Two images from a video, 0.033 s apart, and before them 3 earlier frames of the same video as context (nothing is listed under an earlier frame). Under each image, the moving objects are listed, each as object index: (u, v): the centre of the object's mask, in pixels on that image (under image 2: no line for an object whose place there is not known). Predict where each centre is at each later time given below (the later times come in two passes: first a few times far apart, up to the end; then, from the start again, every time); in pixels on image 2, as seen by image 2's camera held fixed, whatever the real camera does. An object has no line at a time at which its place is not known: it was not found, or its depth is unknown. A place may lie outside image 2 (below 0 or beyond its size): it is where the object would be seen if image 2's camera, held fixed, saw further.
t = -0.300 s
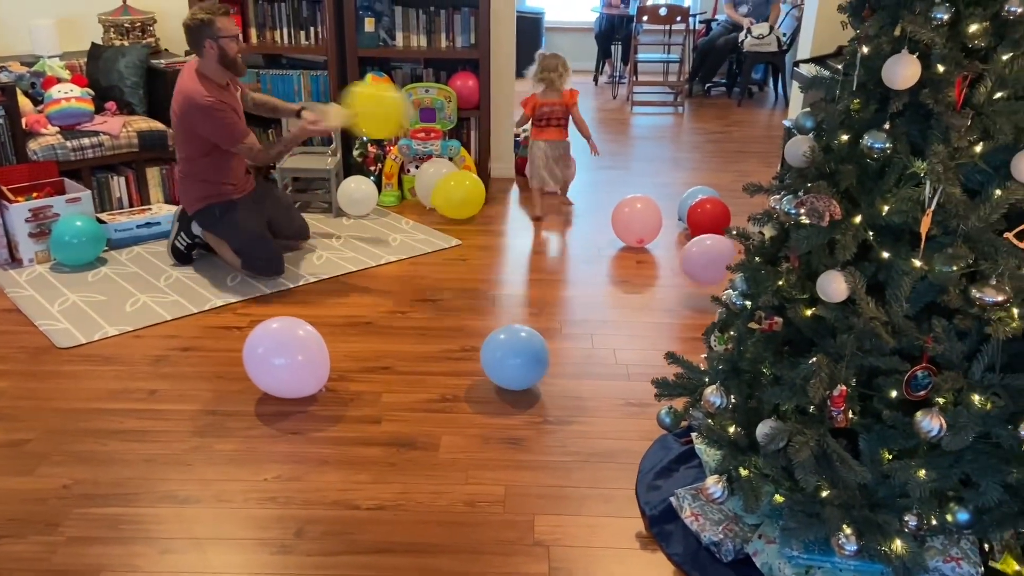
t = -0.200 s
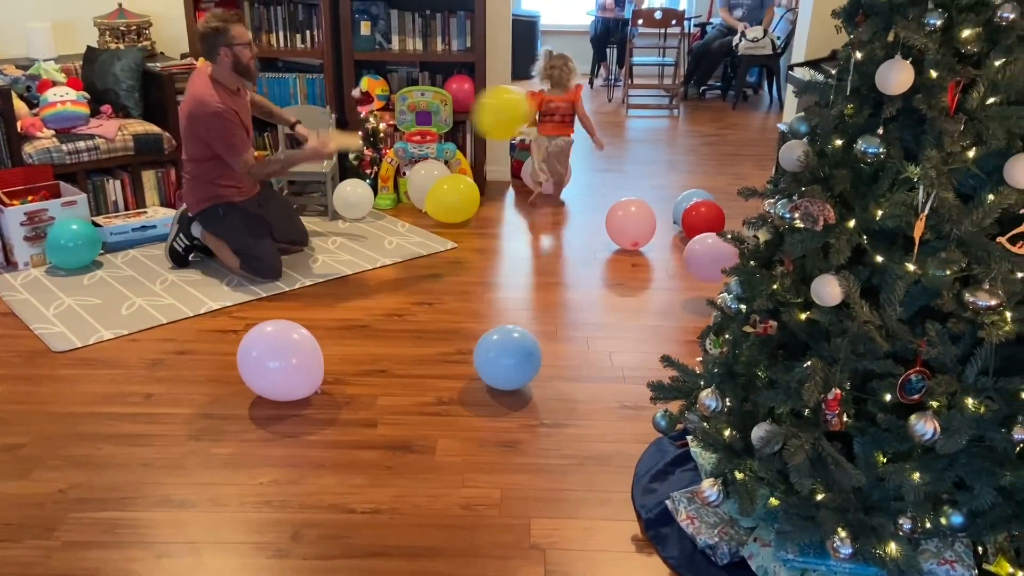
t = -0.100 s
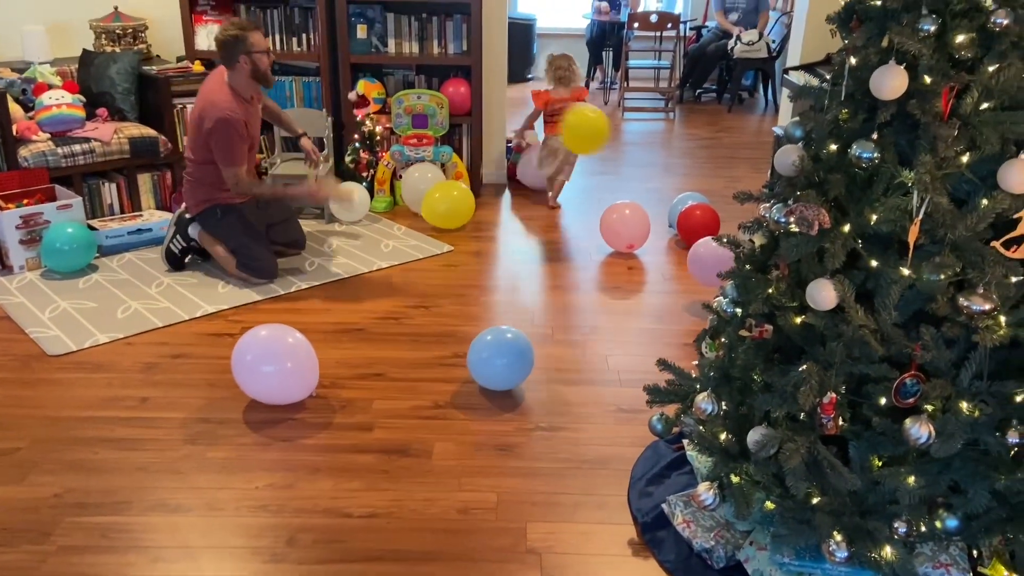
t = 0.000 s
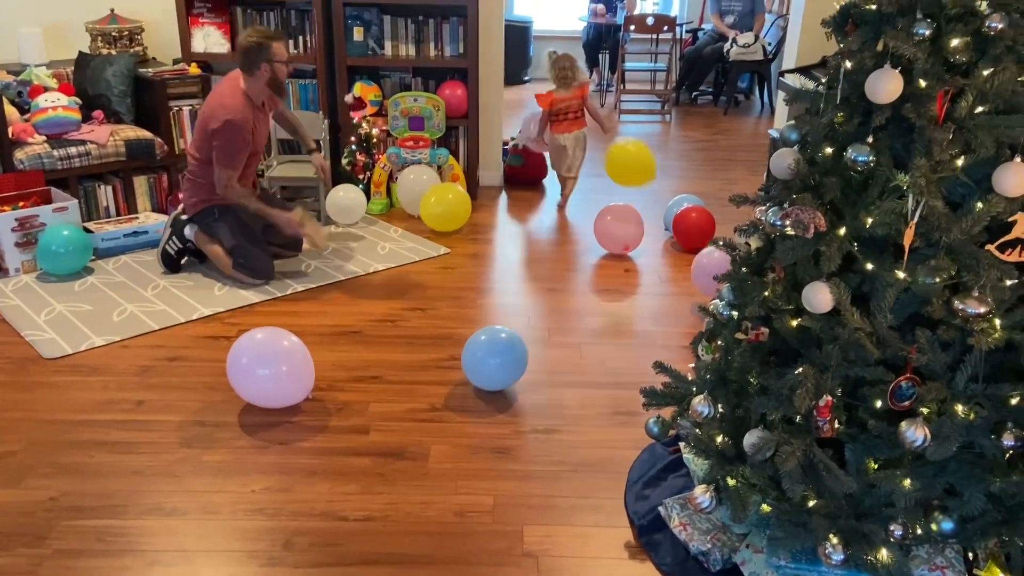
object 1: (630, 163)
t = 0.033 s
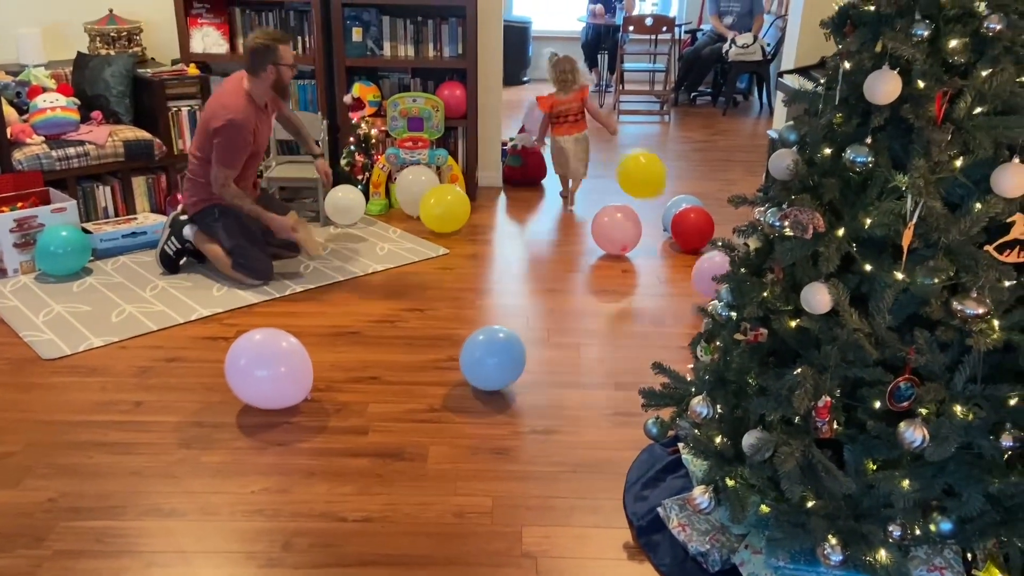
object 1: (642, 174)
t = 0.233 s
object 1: (677, 217)
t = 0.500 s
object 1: (684, 242)
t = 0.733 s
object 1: (689, 245)
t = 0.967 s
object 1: (693, 261)
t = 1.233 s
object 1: (700, 269)
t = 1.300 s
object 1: (701, 272)
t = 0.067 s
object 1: (652, 184)
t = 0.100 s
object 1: (662, 195)
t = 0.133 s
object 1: (671, 205)
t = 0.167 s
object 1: (674, 210)
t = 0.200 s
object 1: (676, 213)
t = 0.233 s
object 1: (677, 217)
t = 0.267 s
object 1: (678, 221)
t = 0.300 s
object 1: (678, 225)
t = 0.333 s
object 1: (678, 230)
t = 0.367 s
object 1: (680, 235)
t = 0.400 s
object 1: (681, 239)
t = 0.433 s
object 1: (681, 244)
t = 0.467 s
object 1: (682, 244)
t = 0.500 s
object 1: (684, 242)
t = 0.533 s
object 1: (685, 241)
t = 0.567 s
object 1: (686, 240)
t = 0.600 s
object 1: (686, 240)
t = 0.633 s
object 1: (687, 241)
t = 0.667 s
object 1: (688, 241)
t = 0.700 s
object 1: (689, 243)
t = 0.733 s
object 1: (689, 245)
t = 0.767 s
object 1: (690, 247)
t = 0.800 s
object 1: (690, 250)
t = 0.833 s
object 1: (690, 254)
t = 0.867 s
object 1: (691, 258)
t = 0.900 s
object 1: (691, 262)
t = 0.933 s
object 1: (692, 262)
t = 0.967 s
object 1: (693, 261)
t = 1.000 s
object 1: (695, 260)
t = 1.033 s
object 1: (696, 259)
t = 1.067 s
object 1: (696, 259)
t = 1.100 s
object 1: (697, 260)
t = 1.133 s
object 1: (698, 261)
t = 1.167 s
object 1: (699, 263)
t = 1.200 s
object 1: (700, 266)
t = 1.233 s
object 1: (700, 269)
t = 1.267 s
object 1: (701, 272)
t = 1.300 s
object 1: (701, 272)
